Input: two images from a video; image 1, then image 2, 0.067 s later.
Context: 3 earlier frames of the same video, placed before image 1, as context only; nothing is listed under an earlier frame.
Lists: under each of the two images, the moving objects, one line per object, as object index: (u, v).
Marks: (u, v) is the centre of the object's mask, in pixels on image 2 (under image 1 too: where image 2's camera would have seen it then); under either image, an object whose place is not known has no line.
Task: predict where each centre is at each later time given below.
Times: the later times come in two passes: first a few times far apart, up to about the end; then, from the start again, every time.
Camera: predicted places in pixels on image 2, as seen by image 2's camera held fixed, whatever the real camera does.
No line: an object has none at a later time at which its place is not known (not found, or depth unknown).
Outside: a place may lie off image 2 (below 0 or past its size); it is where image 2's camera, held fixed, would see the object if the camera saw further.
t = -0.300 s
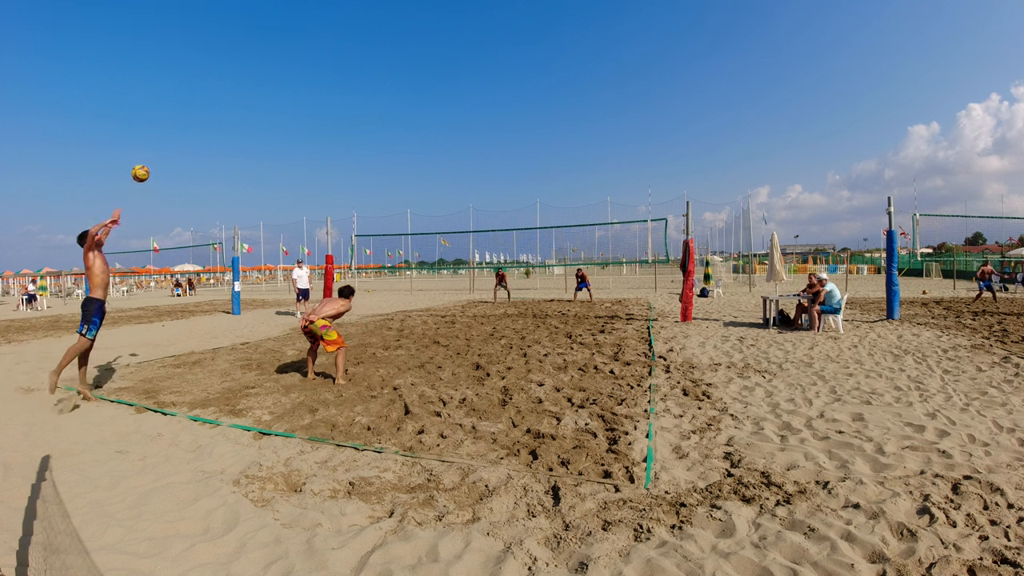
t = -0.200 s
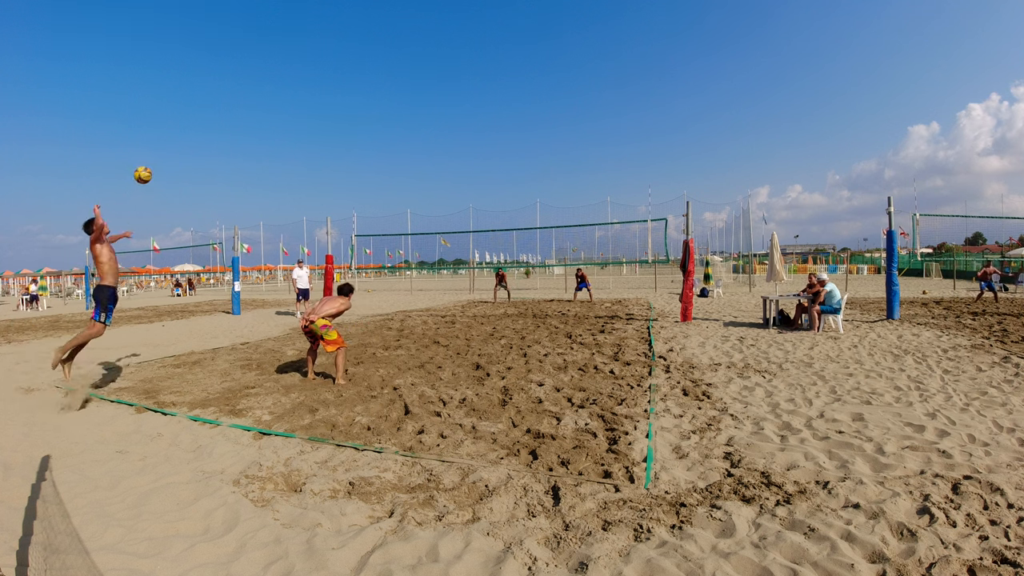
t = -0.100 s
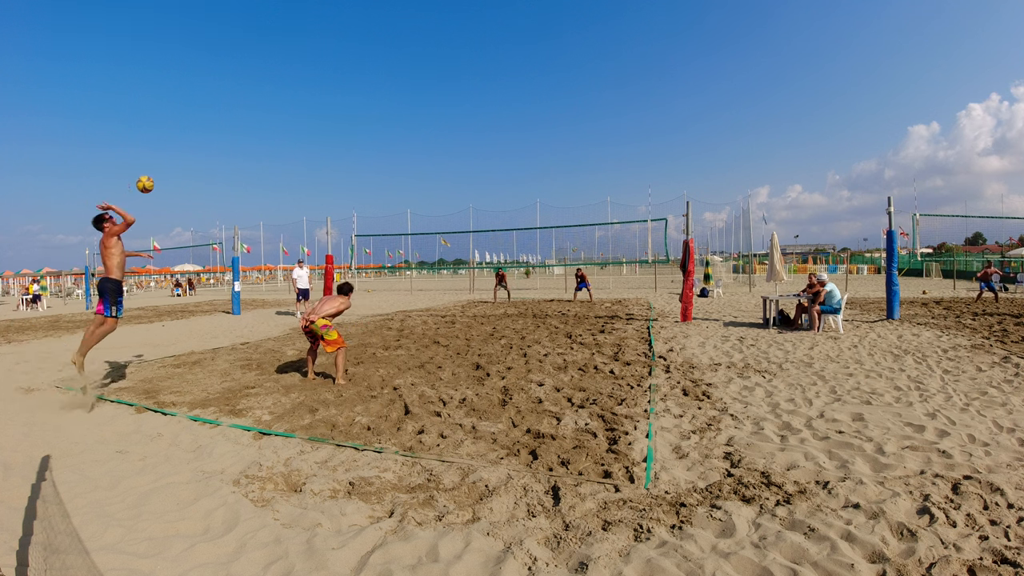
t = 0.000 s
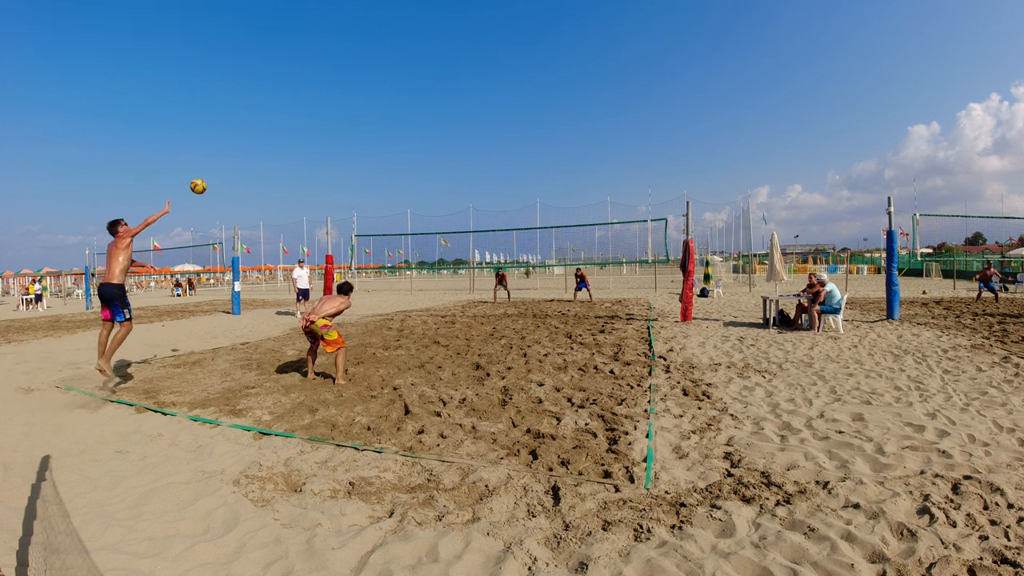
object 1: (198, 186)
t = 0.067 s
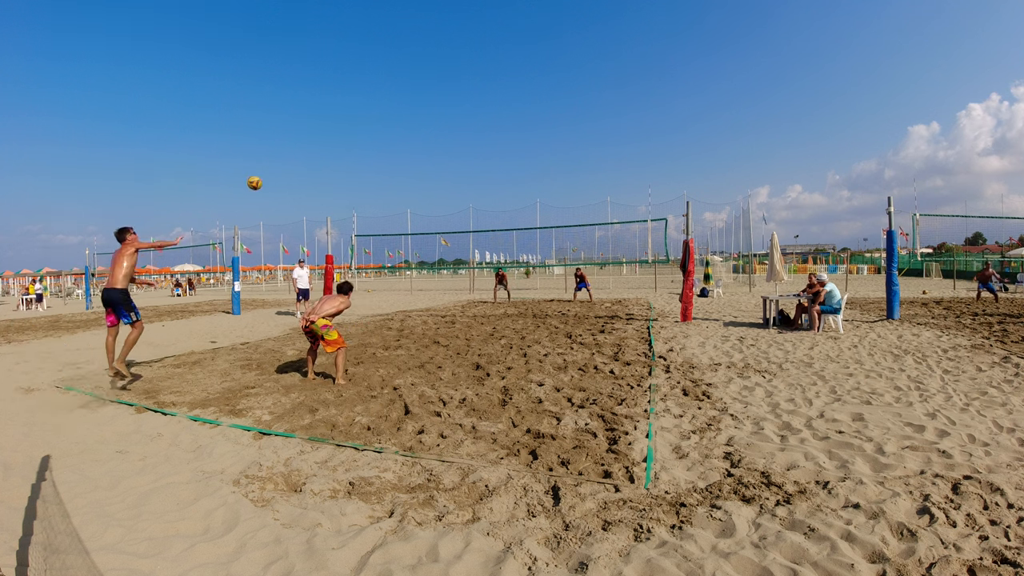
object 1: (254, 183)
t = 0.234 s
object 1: (355, 187)
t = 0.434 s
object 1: (428, 204)
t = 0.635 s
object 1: (476, 227)
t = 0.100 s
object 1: (278, 182)
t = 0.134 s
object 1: (300, 182)
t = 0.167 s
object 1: (320, 183)
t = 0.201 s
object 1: (338, 185)
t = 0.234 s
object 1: (355, 187)
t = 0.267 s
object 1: (370, 189)
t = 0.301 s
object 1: (384, 192)
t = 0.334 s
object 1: (396, 194)
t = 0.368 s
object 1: (408, 197)
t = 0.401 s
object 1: (418, 201)
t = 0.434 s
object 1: (428, 204)
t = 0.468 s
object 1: (437, 209)
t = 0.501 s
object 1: (446, 212)
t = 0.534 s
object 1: (454, 216)
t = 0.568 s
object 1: (462, 220)
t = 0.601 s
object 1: (469, 224)
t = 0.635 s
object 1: (476, 227)
